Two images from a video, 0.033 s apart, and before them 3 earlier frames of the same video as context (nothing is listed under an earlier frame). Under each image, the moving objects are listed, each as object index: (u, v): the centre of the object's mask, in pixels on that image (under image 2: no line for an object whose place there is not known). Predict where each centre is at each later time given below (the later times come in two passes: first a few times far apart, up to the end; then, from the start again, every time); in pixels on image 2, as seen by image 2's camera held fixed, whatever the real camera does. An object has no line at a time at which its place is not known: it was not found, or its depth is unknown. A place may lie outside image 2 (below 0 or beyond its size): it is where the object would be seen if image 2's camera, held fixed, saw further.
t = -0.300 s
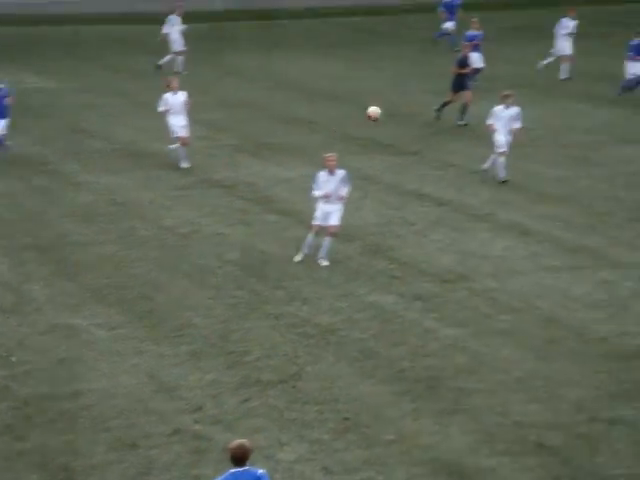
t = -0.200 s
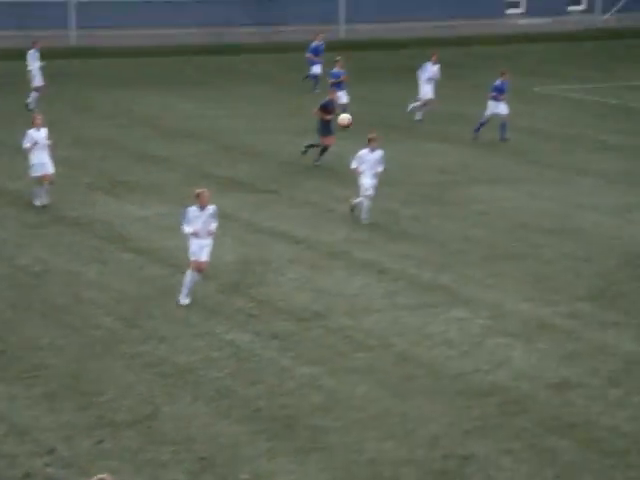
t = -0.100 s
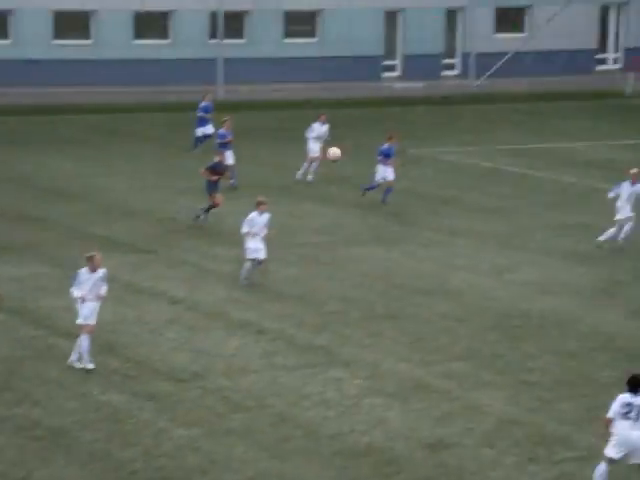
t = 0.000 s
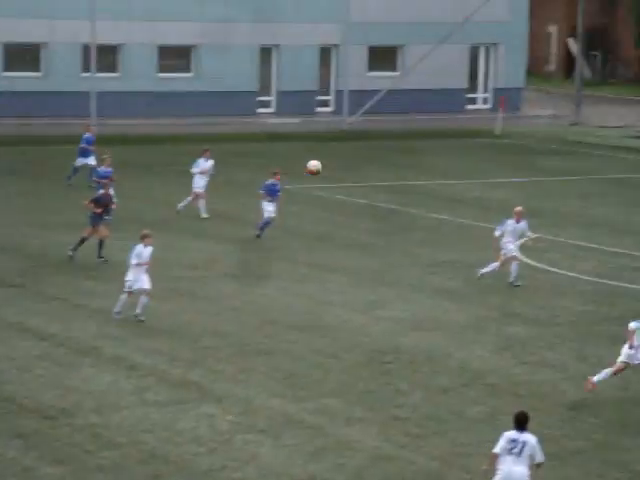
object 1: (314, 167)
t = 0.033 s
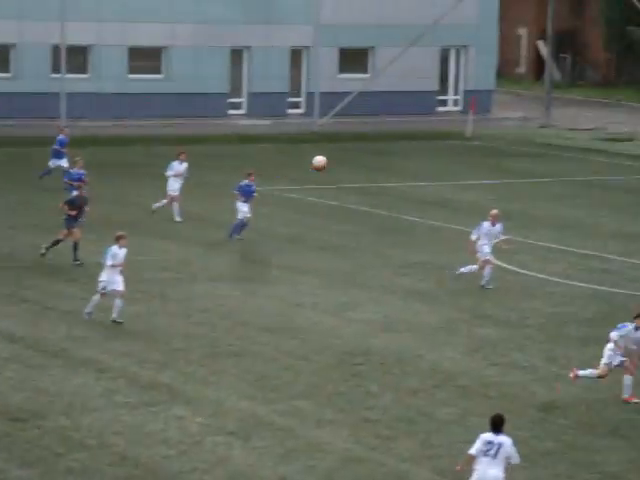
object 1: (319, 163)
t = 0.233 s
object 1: (518, 132)
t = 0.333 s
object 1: (614, 123)
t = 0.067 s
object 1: (353, 156)
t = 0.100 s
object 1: (387, 151)
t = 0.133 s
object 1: (420, 146)
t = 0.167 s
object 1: (453, 141)
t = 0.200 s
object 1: (486, 136)
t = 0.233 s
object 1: (518, 132)
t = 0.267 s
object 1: (550, 129)
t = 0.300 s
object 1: (581, 126)
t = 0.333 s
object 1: (614, 123)
